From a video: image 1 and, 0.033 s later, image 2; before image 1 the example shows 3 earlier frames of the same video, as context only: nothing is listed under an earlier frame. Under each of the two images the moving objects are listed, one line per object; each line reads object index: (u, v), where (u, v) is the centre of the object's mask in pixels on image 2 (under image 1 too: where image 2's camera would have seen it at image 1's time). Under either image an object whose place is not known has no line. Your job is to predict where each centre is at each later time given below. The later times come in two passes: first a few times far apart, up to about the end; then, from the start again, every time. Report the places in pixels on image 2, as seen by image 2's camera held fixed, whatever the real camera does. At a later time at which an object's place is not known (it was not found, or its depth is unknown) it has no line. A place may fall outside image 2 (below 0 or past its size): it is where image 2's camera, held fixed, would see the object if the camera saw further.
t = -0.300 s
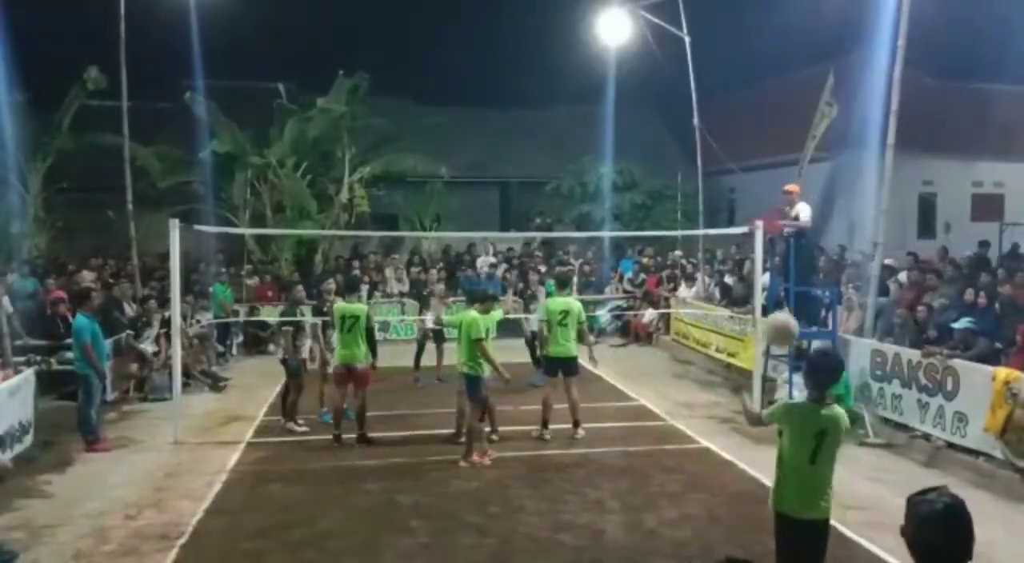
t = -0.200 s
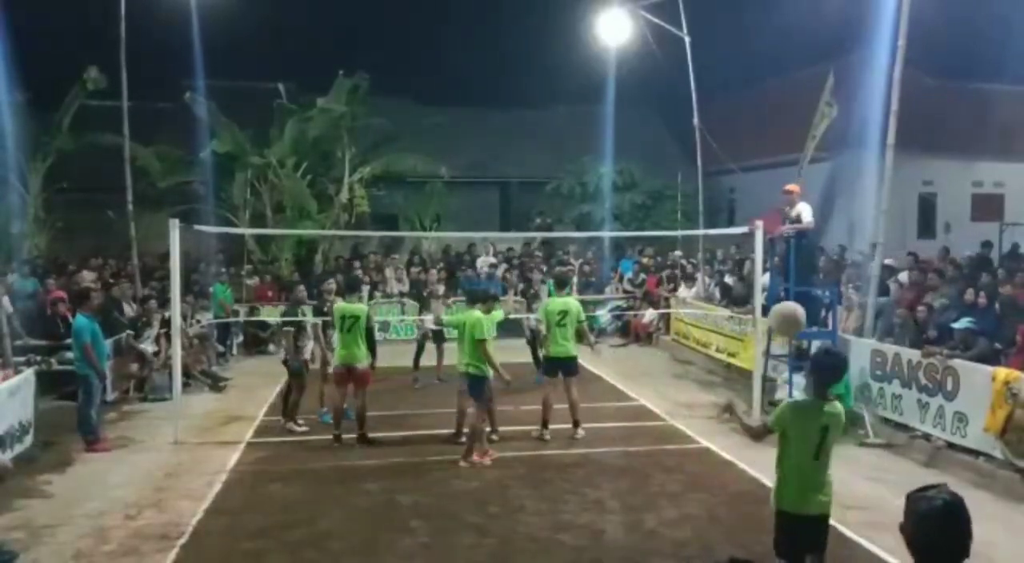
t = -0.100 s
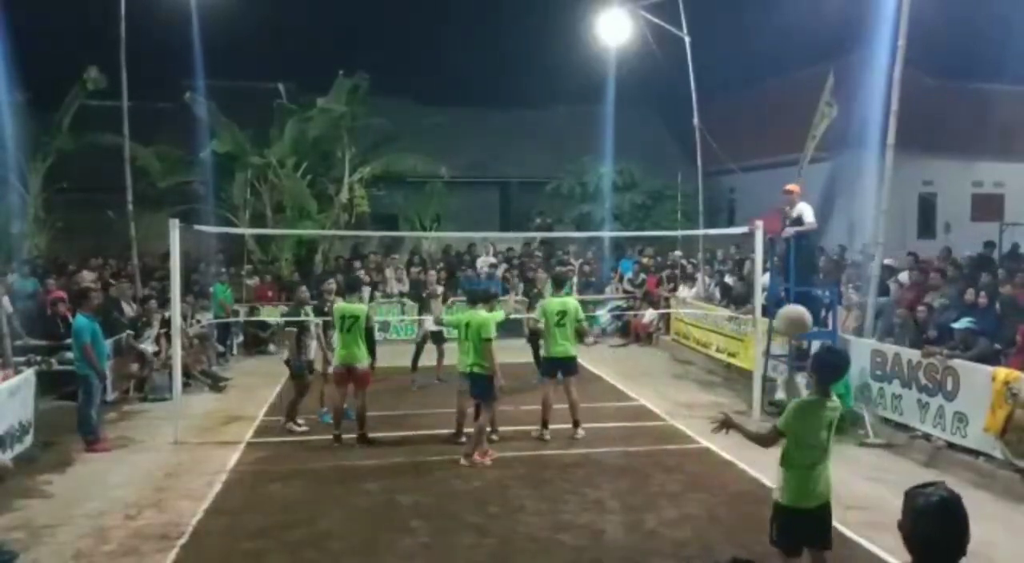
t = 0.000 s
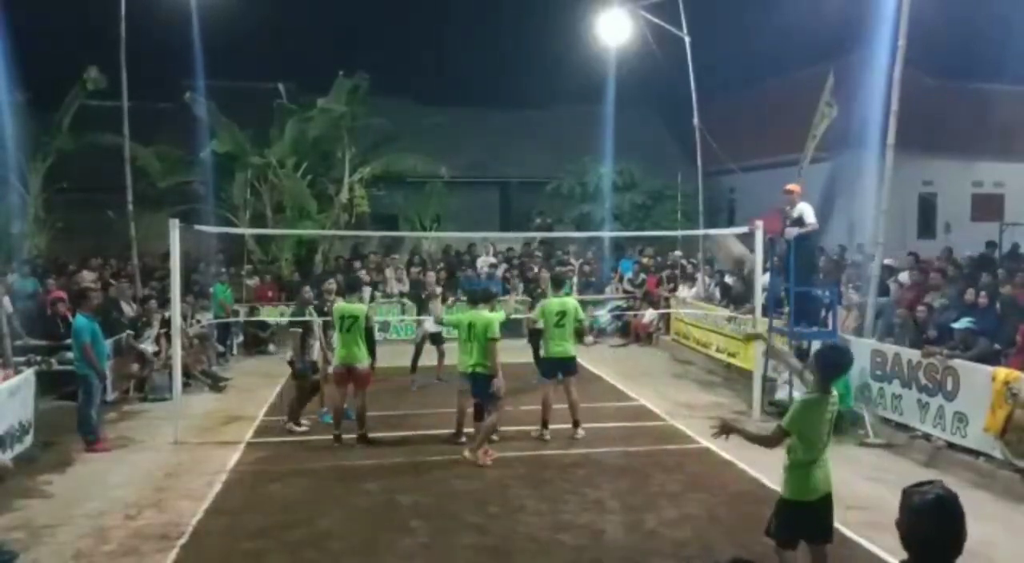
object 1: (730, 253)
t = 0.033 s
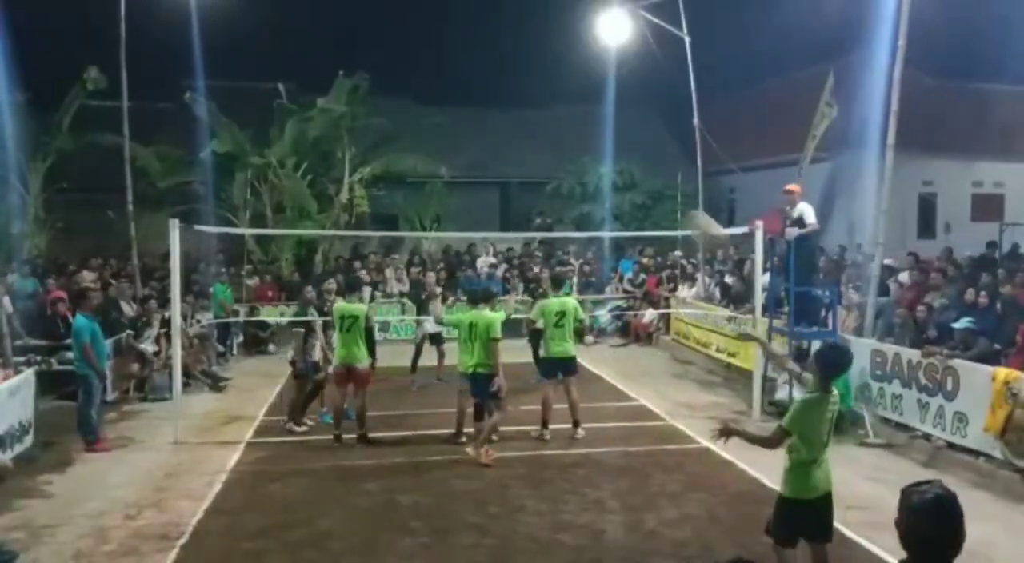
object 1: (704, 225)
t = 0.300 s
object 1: (550, 139)
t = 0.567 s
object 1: (443, 148)
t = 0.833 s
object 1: (364, 211)
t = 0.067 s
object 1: (680, 211)
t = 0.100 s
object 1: (658, 193)
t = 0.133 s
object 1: (636, 180)
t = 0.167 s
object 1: (619, 170)
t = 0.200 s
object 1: (600, 158)
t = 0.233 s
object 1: (582, 150)
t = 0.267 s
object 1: (566, 143)
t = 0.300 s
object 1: (550, 139)
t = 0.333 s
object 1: (534, 136)
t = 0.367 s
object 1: (520, 135)
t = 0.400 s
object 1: (506, 134)
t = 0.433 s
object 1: (493, 134)
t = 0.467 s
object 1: (479, 136)
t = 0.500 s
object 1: (467, 139)
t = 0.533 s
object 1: (455, 143)
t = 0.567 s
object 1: (443, 148)
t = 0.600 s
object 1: (432, 153)
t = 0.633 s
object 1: (421, 158)
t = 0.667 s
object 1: (410, 166)
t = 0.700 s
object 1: (401, 173)
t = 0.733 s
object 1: (391, 181)
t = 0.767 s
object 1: (382, 190)
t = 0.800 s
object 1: (372, 200)
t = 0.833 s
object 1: (364, 211)
